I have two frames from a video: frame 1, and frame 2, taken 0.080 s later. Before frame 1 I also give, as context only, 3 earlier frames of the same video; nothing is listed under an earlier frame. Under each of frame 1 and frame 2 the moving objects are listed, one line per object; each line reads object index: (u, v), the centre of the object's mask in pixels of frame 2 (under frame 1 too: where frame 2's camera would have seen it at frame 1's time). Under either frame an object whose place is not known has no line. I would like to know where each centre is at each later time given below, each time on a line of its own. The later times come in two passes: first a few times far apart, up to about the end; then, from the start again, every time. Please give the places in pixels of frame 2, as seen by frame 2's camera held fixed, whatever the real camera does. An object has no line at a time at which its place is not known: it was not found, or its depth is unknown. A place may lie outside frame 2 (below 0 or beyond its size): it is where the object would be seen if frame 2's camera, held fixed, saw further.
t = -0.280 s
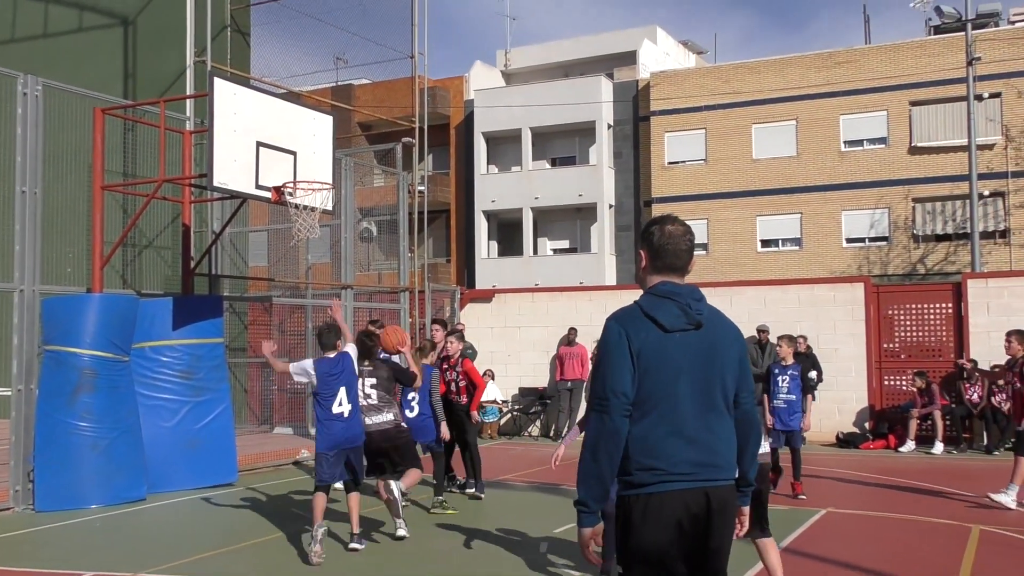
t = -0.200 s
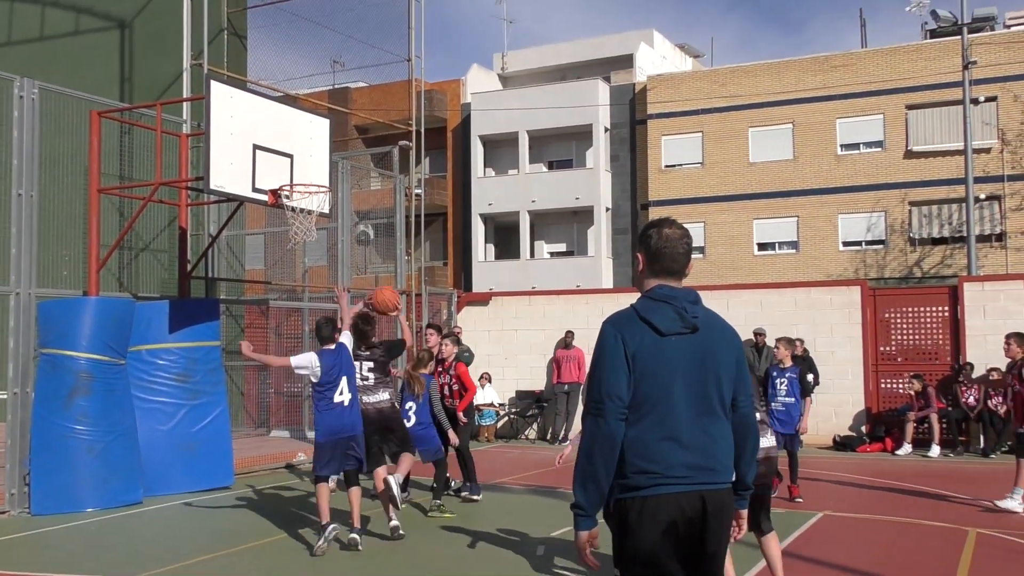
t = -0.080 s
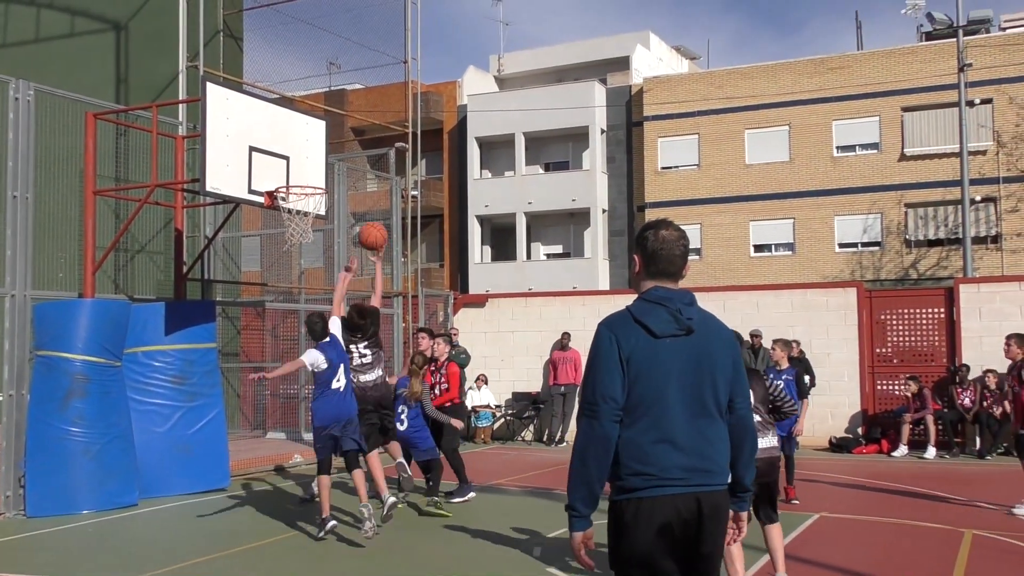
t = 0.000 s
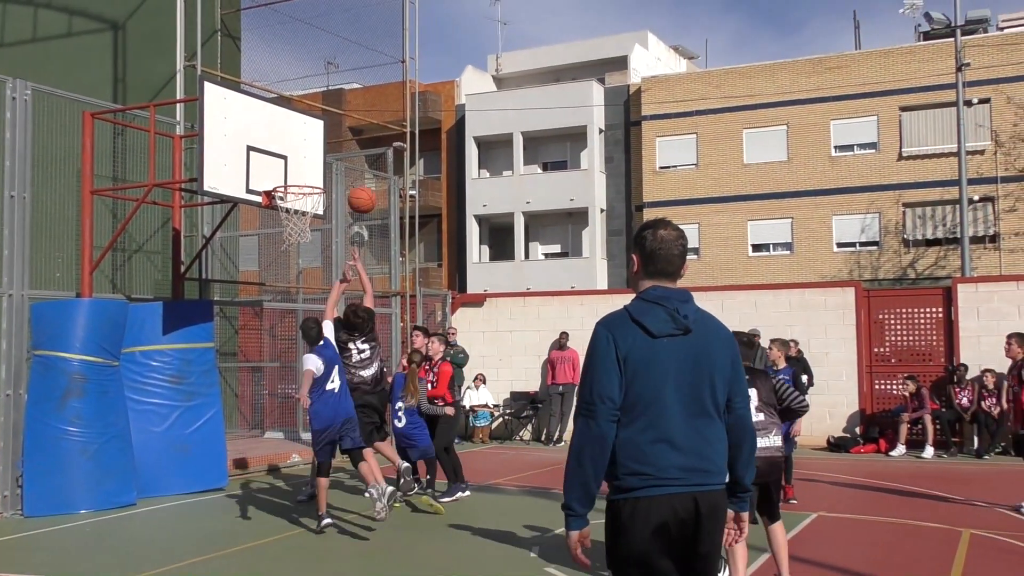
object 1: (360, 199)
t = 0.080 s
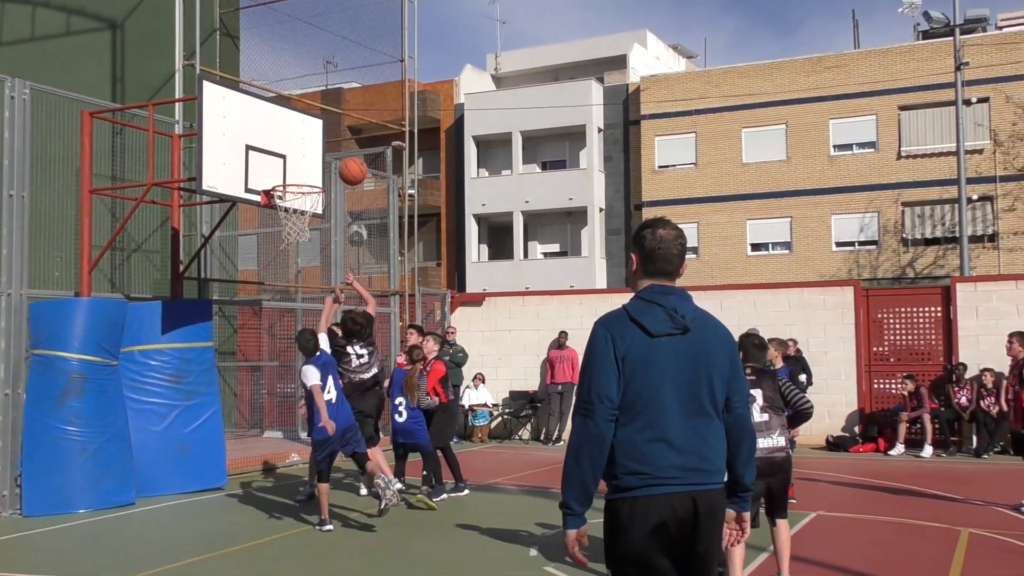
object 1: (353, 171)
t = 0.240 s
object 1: (338, 140)
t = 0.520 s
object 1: (311, 153)
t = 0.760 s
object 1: (300, 162)
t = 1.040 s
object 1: (296, 177)
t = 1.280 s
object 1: (298, 185)
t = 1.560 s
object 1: (292, 235)
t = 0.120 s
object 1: (349, 161)
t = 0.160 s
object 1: (345, 152)
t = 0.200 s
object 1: (341, 145)
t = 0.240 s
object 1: (338, 140)
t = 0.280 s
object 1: (333, 137)
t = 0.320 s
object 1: (330, 135)
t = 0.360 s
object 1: (326, 135)
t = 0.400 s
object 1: (322, 137)
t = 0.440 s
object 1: (318, 141)
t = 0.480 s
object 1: (314, 146)
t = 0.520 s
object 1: (311, 153)
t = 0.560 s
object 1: (307, 162)
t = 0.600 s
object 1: (304, 172)
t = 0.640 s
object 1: (301, 180)
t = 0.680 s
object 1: (300, 172)
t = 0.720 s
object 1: (300, 166)
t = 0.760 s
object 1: (300, 162)
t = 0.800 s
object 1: (299, 159)
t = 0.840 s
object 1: (299, 158)
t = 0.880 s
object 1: (298, 159)
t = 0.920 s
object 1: (298, 161)
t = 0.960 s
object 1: (298, 165)
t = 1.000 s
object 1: (297, 170)
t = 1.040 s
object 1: (296, 177)
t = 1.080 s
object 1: (296, 179)
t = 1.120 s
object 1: (296, 177)
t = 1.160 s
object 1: (297, 176)
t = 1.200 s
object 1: (297, 177)
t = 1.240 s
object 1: (297, 180)
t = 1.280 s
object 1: (298, 185)
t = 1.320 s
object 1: (298, 190)
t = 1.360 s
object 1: (297, 194)
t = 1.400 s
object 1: (296, 199)
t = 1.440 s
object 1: (295, 206)
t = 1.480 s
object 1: (294, 215)
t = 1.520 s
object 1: (293, 225)
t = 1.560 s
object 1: (292, 235)
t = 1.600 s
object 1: (291, 246)
